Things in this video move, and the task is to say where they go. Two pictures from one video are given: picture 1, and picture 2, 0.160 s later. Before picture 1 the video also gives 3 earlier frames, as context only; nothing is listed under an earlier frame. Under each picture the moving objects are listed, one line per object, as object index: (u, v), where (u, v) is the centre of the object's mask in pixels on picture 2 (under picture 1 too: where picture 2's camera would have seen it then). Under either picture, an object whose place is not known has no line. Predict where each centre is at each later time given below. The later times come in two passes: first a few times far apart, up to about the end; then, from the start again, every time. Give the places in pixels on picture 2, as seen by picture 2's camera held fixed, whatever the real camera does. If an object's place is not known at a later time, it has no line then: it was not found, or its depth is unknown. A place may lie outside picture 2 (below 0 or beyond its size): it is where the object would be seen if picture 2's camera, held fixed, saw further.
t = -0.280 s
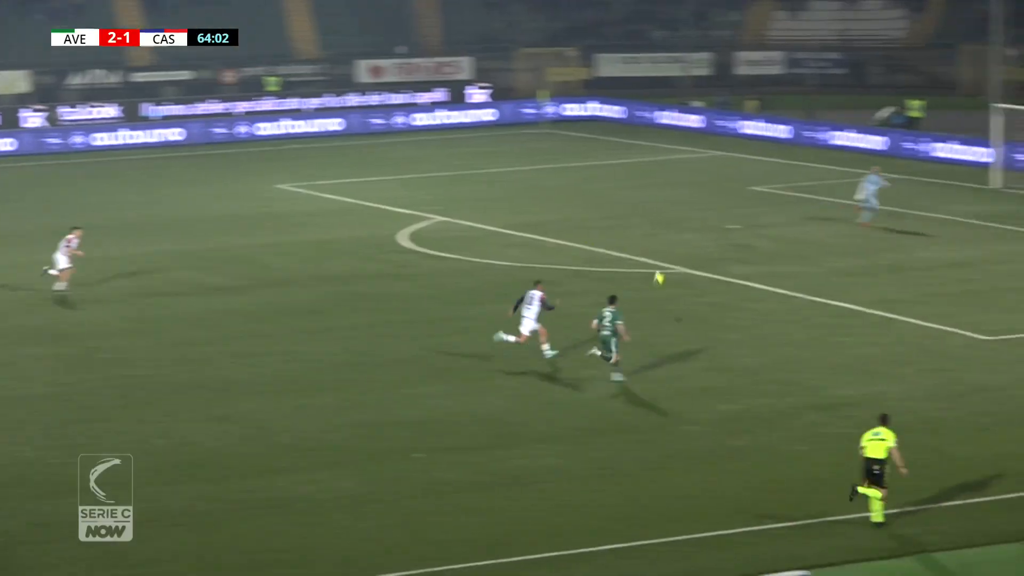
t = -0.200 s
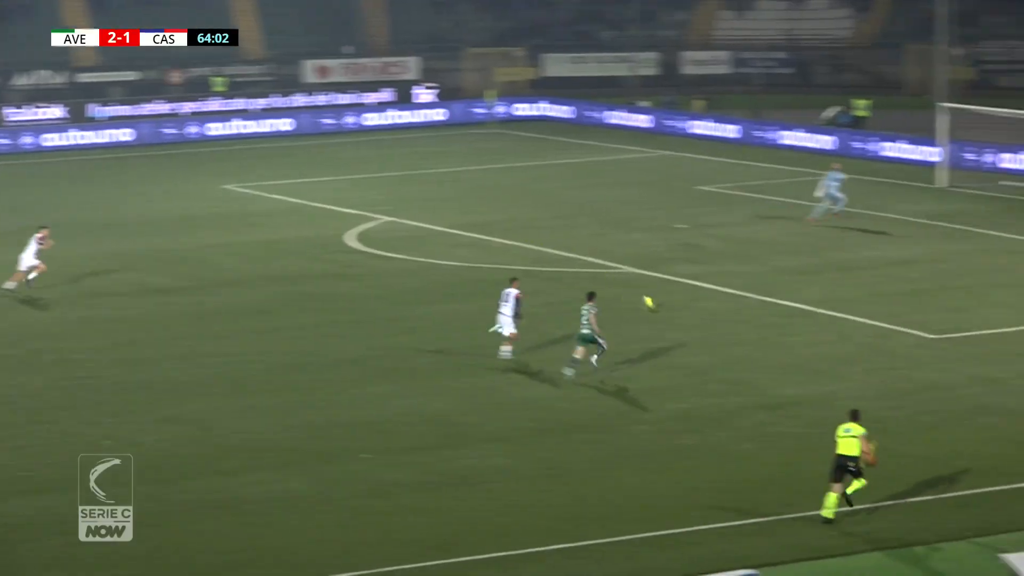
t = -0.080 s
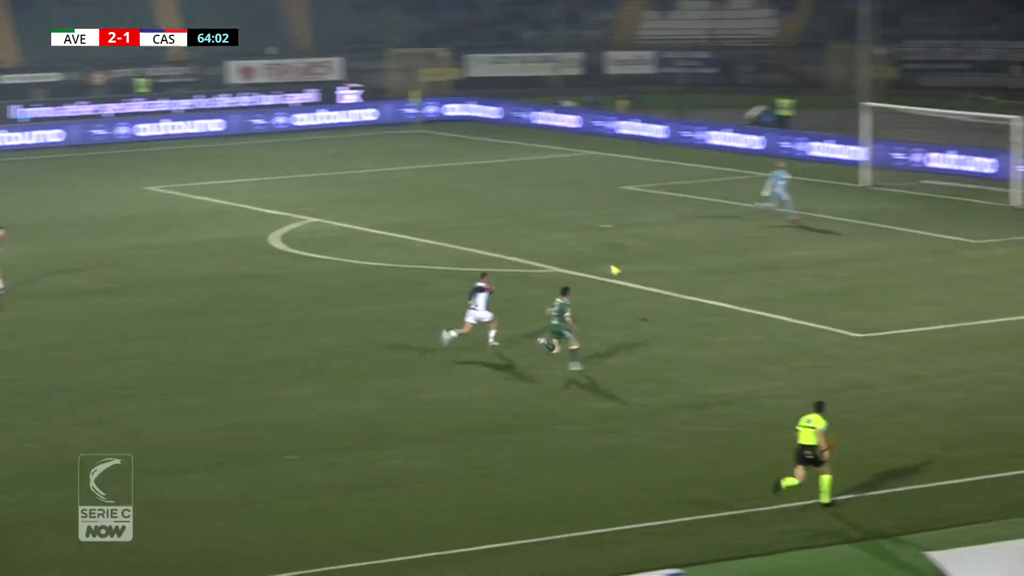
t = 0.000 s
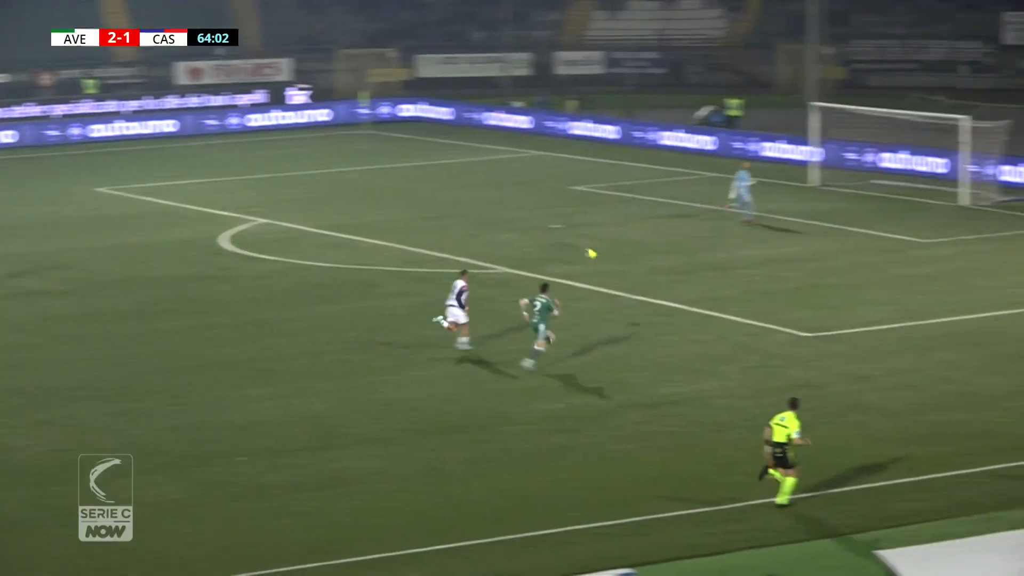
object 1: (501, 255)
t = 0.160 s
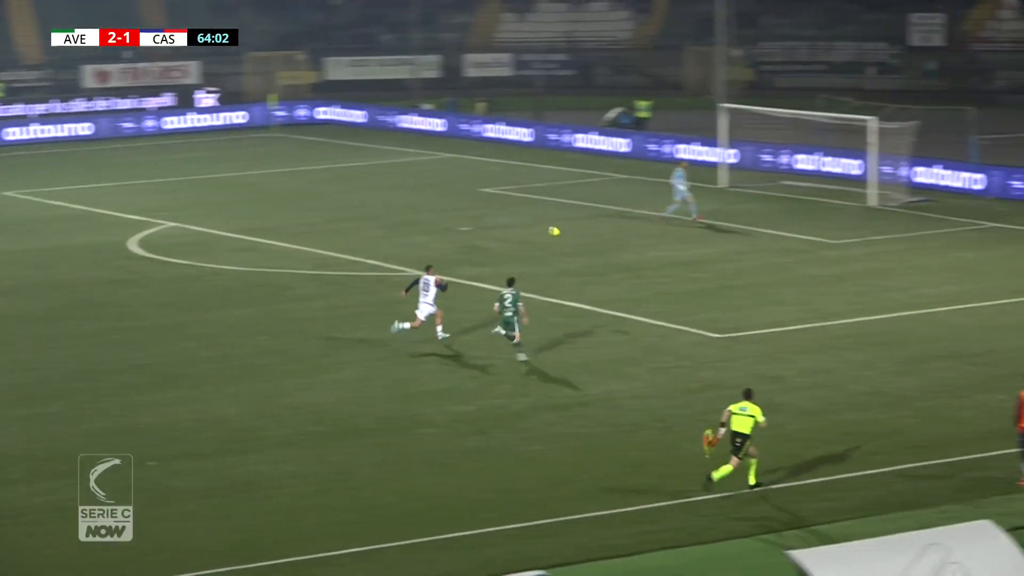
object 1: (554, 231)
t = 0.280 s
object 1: (593, 221)
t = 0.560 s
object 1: (681, 221)
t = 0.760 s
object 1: (741, 242)
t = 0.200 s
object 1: (567, 227)
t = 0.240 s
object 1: (580, 223)
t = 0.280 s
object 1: (593, 221)
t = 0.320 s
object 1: (605, 218)
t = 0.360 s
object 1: (618, 217)
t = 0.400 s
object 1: (630, 217)
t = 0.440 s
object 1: (643, 216)
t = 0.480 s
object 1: (656, 217)
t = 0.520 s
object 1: (668, 219)
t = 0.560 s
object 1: (681, 221)
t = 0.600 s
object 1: (693, 223)
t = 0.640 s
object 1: (705, 228)
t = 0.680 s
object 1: (718, 232)
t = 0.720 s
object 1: (729, 237)
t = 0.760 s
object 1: (741, 242)
